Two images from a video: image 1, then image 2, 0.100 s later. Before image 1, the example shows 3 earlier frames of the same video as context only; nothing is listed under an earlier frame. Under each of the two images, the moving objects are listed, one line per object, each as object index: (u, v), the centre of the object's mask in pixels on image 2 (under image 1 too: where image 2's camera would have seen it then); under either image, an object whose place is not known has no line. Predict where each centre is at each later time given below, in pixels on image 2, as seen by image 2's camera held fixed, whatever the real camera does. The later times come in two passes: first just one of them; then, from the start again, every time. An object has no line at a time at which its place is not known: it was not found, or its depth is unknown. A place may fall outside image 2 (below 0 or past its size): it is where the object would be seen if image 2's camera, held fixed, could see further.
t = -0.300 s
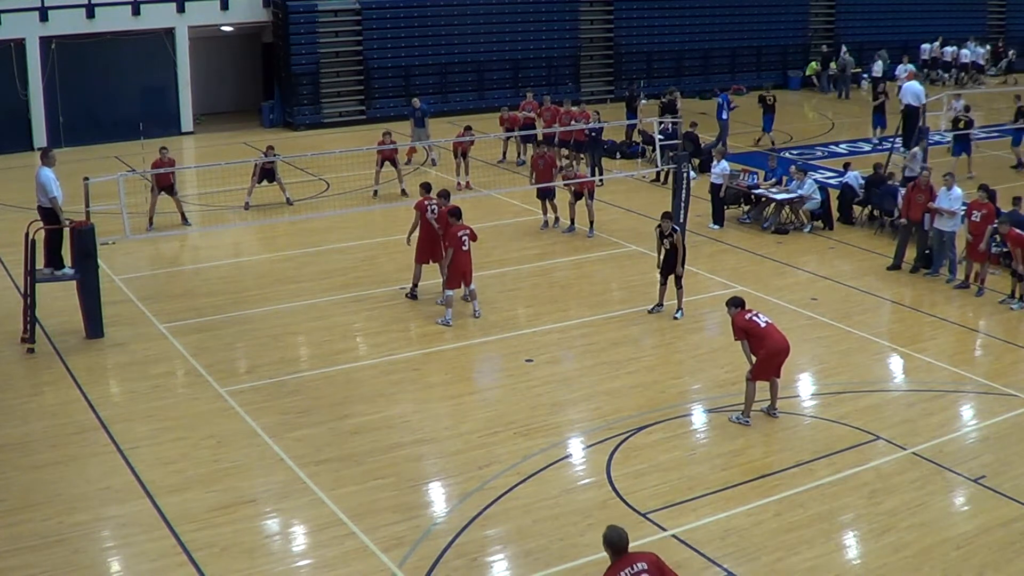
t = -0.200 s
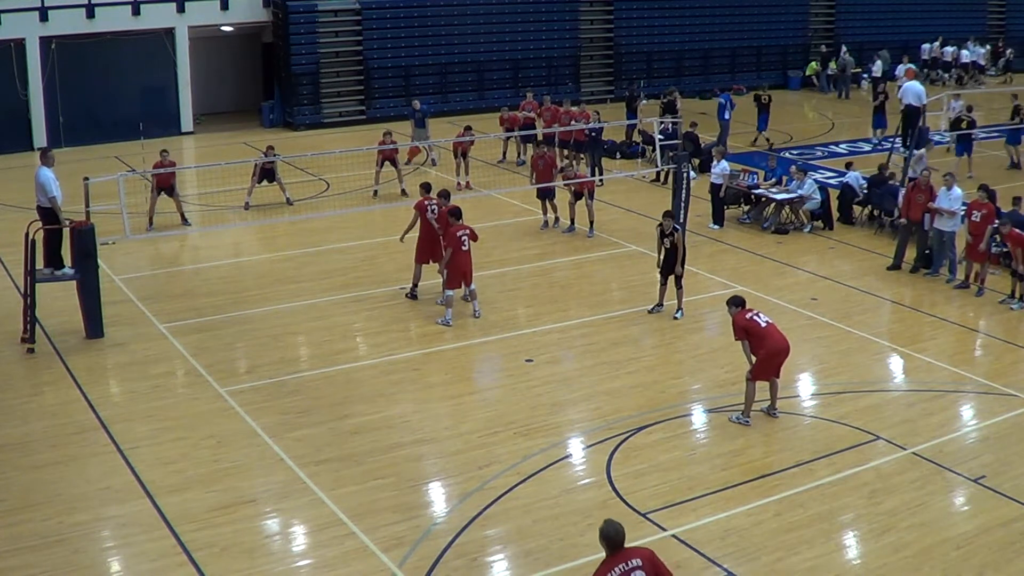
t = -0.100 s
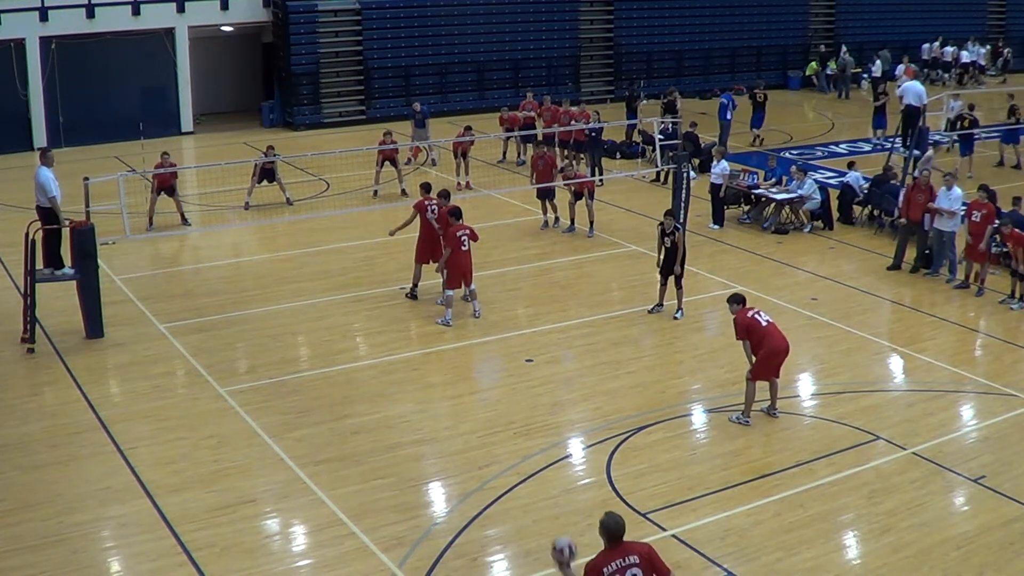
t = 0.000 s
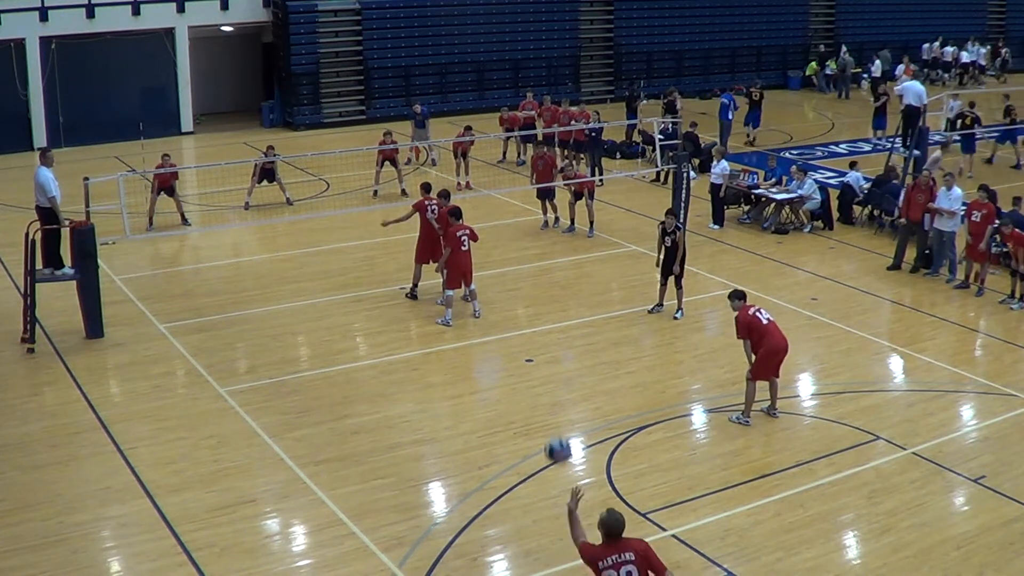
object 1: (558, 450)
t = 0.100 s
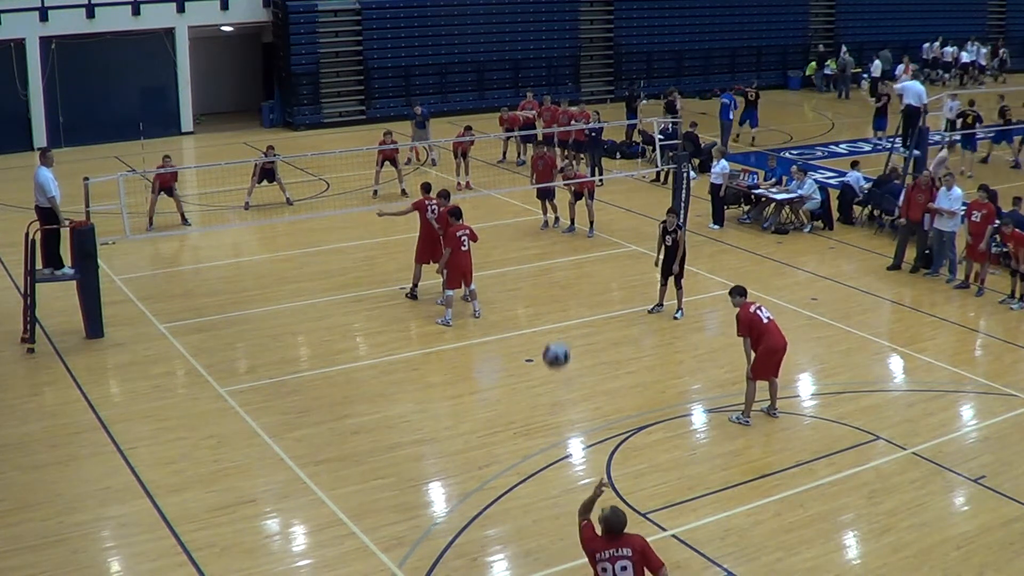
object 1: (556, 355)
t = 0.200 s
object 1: (554, 270)
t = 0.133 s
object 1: (555, 325)
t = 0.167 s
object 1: (555, 297)
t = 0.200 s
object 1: (554, 270)
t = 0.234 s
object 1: (553, 243)
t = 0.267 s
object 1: (552, 218)
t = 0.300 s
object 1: (550, 196)
